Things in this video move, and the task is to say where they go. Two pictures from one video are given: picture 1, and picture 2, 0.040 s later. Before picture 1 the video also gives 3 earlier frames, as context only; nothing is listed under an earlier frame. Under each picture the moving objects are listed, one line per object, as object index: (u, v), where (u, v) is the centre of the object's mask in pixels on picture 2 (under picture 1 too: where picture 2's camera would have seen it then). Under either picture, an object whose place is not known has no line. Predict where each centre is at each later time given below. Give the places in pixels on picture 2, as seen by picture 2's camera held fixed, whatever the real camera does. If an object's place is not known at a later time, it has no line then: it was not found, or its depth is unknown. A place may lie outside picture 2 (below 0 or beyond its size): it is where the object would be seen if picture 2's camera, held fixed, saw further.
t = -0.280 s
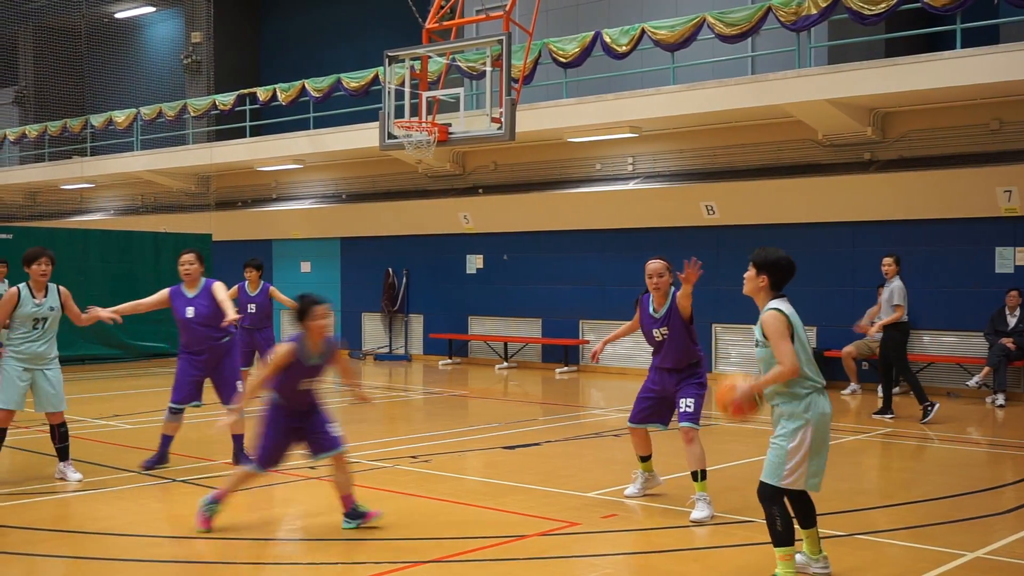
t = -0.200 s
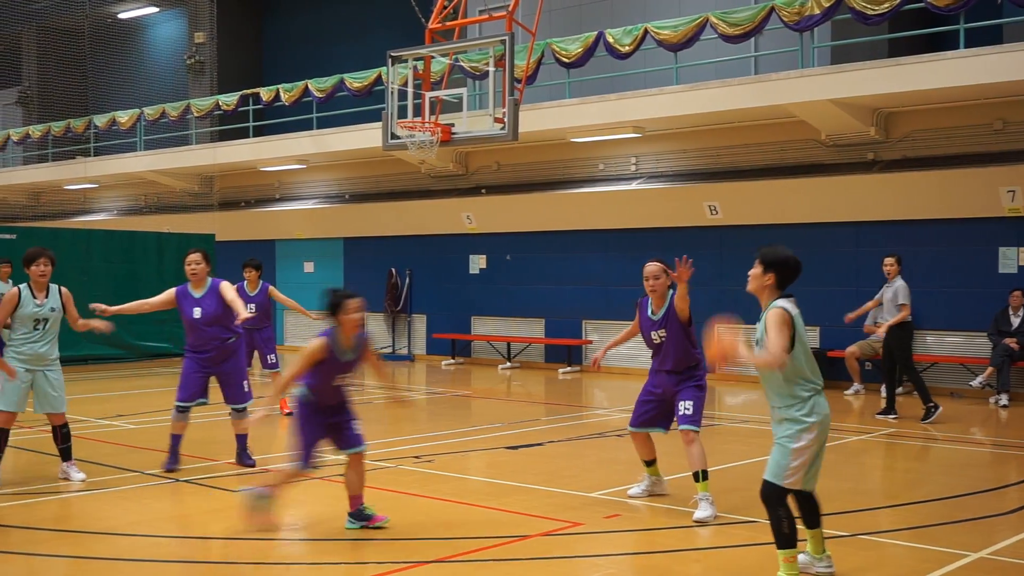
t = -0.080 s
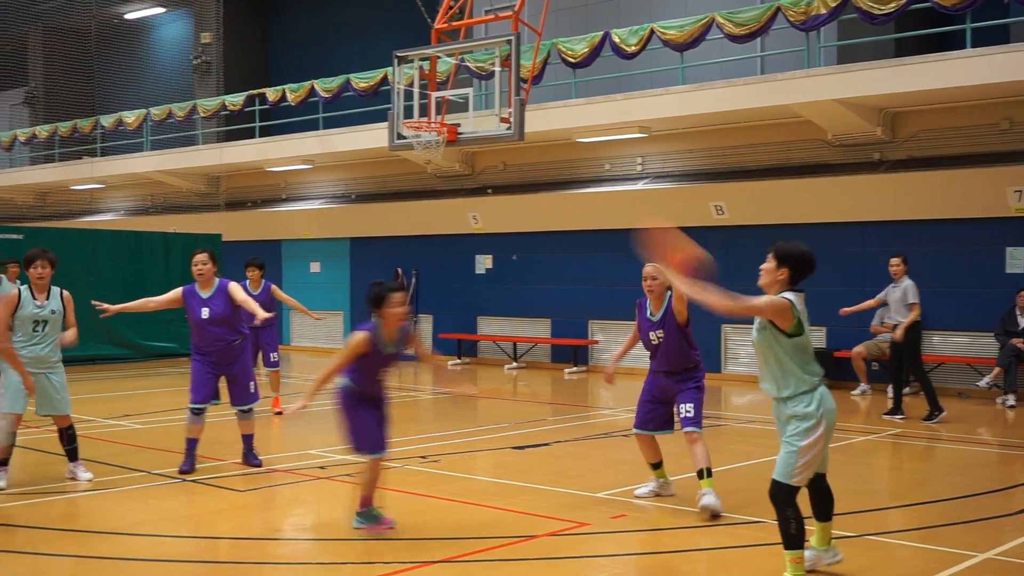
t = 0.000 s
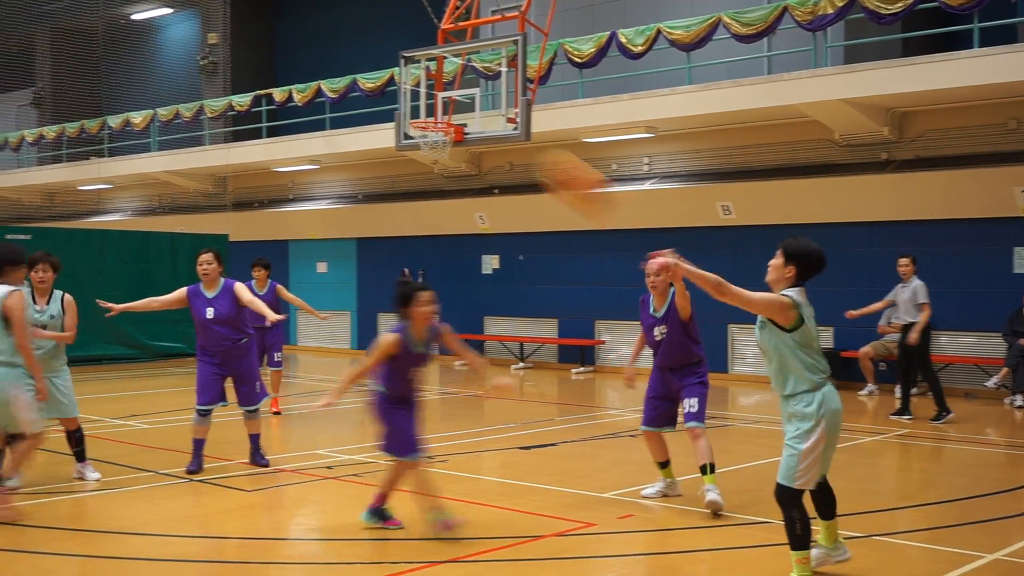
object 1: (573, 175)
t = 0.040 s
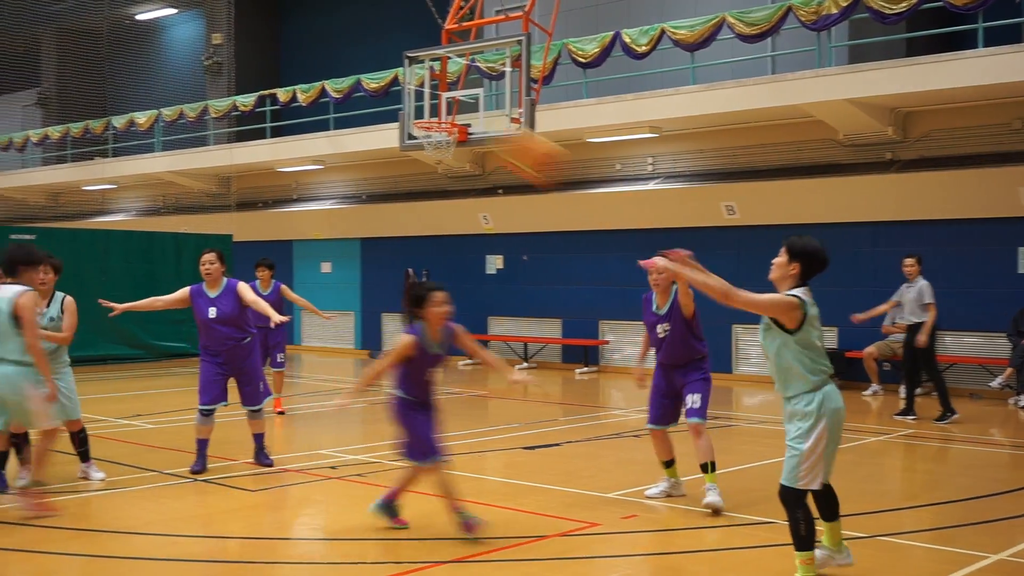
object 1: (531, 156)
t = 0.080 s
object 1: (474, 124)
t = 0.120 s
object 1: (423, 99)
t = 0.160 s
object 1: (372, 79)
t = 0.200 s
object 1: (322, 60)
